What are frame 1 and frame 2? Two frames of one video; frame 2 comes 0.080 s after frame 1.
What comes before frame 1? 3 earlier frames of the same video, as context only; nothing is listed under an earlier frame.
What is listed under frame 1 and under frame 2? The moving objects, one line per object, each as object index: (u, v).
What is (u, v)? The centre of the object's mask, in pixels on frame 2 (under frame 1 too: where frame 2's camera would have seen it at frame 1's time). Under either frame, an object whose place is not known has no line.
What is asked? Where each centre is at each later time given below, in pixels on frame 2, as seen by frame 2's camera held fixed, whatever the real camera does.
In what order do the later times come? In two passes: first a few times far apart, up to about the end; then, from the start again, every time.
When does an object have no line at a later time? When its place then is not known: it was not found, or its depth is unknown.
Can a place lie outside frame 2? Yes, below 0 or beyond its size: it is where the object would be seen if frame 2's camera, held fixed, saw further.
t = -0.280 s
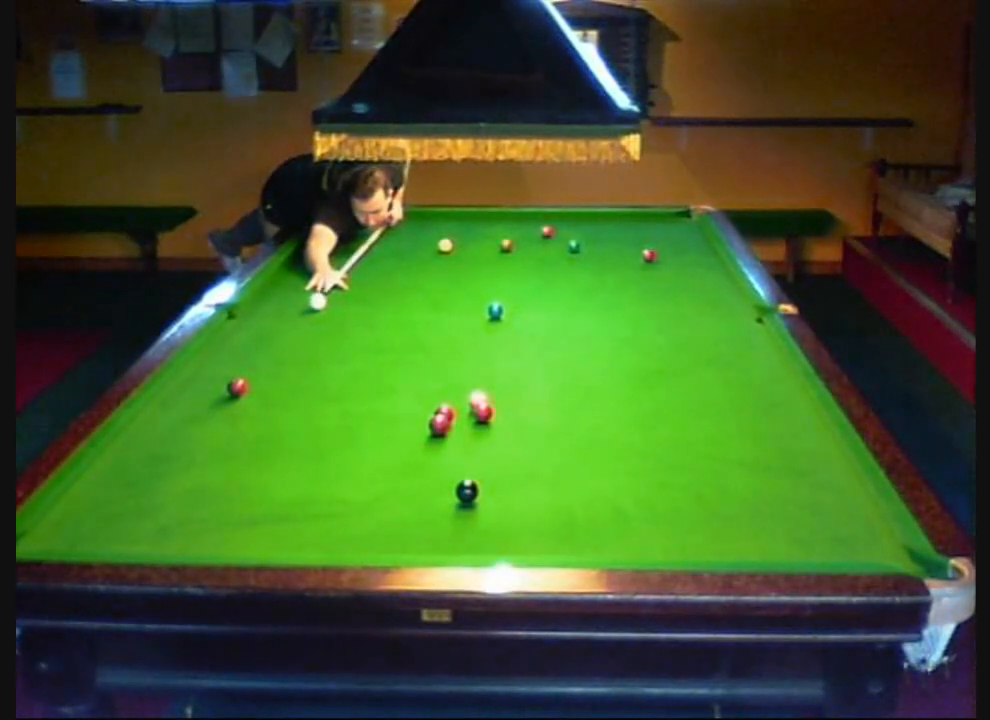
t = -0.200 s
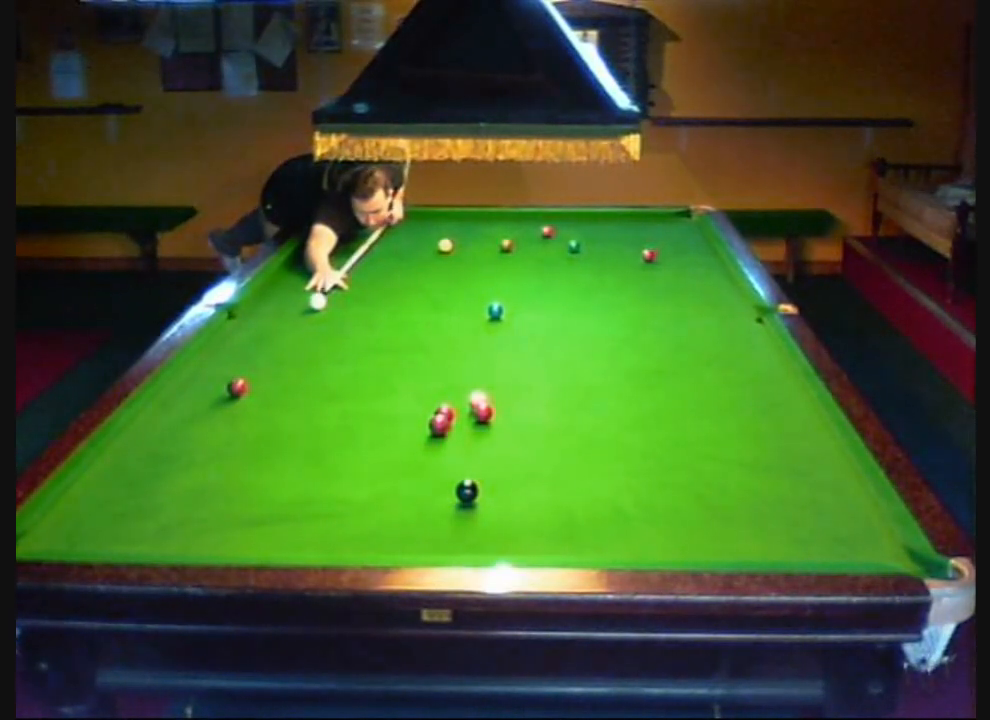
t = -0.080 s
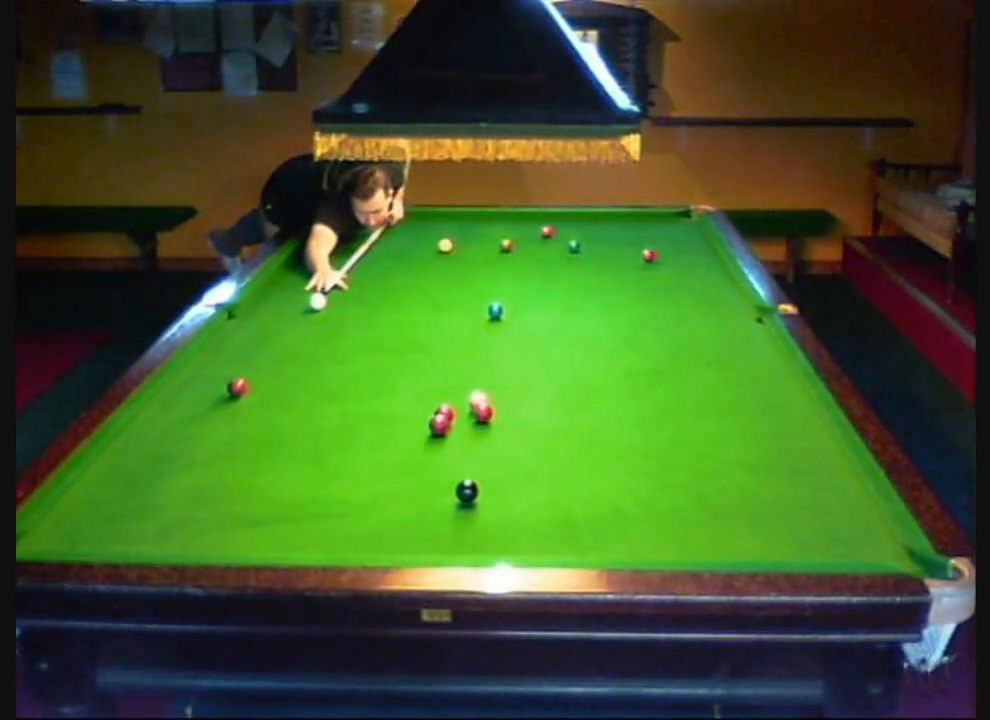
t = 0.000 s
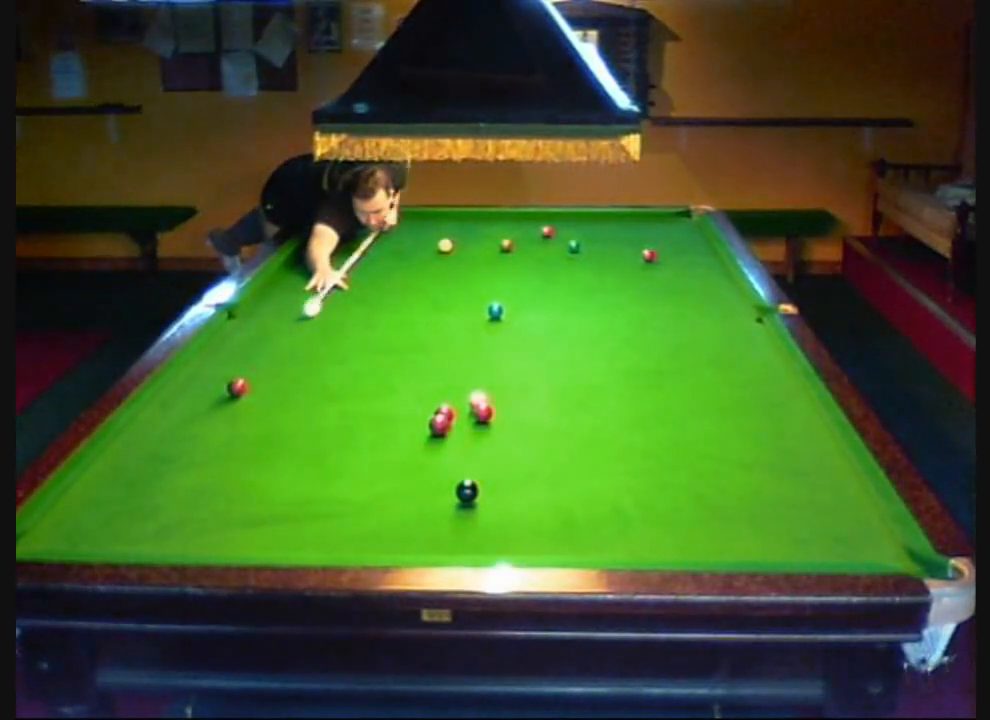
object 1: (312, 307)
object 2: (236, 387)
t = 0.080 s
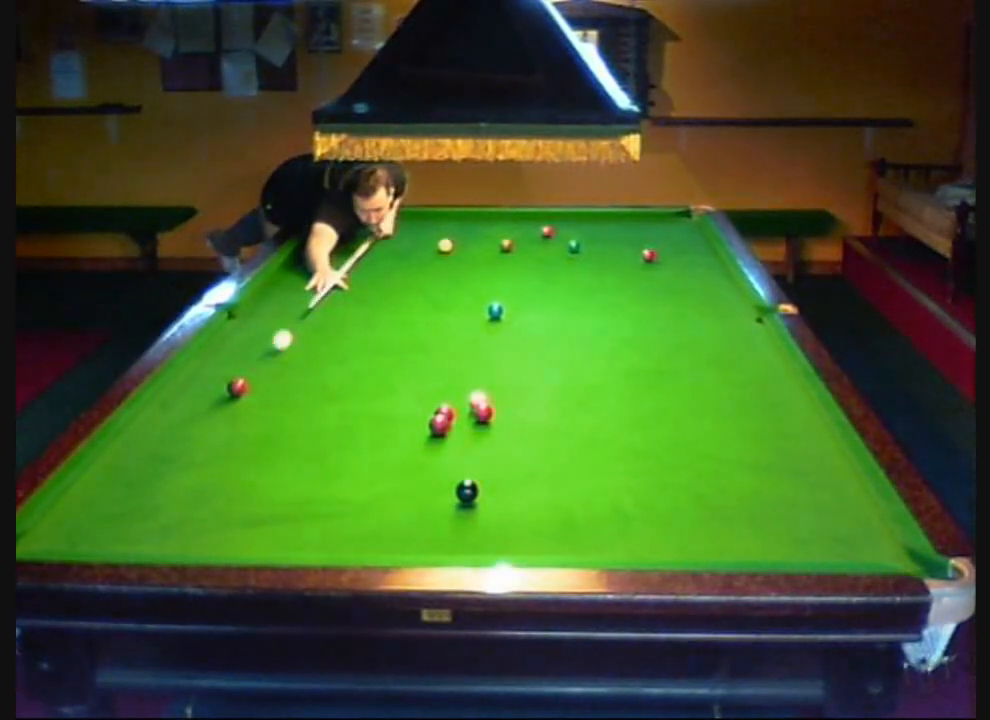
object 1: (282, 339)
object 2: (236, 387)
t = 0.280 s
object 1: (253, 390)
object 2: (172, 438)
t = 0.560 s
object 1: (256, 434)
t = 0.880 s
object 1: (259, 489)
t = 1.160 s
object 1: (261, 538)
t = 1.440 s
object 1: (289, 527)
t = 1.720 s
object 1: (314, 503)
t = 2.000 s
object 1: (330, 488)
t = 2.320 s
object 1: (339, 480)
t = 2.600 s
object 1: (340, 478)
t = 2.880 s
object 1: (340, 479)
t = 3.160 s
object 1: (340, 478)
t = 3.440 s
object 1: (340, 479)
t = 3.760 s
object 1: (339, 479)
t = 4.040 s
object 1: (340, 478)
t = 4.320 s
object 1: (340, 478)
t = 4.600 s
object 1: (340, 478)
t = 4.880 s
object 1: (340, 478)
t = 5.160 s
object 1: (340, 478)
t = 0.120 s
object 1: (269, 353)
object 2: (236, 387)
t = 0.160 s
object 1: (249, 375)
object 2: (236, 388)
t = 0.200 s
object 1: (250, 380)
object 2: (219, 402)
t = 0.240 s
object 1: (253, 386)
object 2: (190, 424)
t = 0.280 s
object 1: (253, 390)
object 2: (172, 438)
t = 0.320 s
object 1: (254, 395)
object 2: (154, 452)
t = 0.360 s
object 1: (254, 403)
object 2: (125, 474)
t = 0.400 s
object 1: (254, 408)
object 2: (104, 490)
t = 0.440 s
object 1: (255, 415)
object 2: (73, 515)
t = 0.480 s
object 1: (256, 421)
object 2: (49, 533)
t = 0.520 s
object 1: (256, 427)
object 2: (26, 545)
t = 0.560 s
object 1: (256, 434)
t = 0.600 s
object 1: (257, 440)
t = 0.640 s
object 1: (257, 449)
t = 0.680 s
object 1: (257, 454)
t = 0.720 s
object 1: (258, 460)
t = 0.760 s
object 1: (258, 468)
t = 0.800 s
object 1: (258, 474)
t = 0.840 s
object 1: (259, 483)
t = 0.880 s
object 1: (259, 489)
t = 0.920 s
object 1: (259, 498)
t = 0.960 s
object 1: (260, 504)
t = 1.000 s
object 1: (260, 510)
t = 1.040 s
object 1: (260, 520)
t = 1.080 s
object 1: (260, 526)
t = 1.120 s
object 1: (261, 534)
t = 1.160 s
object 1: (261, 538)
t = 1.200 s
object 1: (261, 541)
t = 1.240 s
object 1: (265, 542)
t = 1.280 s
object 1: (269, 540)
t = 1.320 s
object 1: (276, 537)
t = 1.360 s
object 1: (280, 534)
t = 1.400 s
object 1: (283, 532)
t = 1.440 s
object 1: (289, 527)
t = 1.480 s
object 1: (293, 523)
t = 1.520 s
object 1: (297, 518)
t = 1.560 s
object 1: (300, 515)
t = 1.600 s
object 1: (304, 513)
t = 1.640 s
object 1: (308, 509)
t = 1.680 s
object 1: (311, 506)
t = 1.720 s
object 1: (314, 503)
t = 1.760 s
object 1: (317, 501)
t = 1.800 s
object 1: (319, 499)
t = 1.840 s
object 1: (322, 496)
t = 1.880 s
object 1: (324, 494)
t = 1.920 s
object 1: (326, 492)
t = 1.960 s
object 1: (328, 490)
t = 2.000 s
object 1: (330, 488)
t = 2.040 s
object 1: (332, 487)
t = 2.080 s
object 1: (333, 485)
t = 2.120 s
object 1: (335, 484)
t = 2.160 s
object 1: (336, 483)
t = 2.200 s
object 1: (337, 482)
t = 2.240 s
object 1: (338, 481)
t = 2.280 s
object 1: (339, 481)
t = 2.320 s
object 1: (339, 480)
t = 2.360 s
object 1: (339, 479)
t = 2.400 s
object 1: (340, 479)
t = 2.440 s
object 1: (340, 478)
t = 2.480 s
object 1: (340, 478)
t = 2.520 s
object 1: (340, 478)
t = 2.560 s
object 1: (340, 478)
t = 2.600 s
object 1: (340, 478)
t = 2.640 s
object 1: (340, 478)
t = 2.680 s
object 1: (340, 478)
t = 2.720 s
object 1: (340, 478)
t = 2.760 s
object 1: (340, 479)
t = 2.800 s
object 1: (340, 479)
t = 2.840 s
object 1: (340, 478)
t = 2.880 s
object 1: (340, 479)
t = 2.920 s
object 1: (340, 479)
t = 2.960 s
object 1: (340, 478)
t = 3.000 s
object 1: (340, 478)
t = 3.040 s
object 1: (340, 478)
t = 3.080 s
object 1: (340, 479)
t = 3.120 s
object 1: (340, 478)
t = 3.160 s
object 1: (340, 478)
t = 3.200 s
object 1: (340, 479)
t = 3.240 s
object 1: (340, 479)
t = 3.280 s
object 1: (340, 479)
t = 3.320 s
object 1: (340, 479)
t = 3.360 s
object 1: (340, 479)
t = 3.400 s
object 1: (340, 479)
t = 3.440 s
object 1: (340, 479)
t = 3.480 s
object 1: (340, 479)
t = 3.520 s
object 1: (340, 479)
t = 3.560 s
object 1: (339, 479)
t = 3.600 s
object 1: (339, 479)
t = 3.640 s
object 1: (339, 479)
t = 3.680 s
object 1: (339, 479)
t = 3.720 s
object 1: (339, 479)
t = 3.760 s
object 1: (339, 479)
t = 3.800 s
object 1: (339, 478)
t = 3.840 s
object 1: (339, 479)
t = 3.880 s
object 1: (339, 478)
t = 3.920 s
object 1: (340, 478)
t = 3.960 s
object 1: (340, 478)
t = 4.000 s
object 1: (340, 478)
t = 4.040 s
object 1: (340, 478)
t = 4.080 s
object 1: (340, 478)
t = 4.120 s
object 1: (340, 478)
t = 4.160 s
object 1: (340, 478)
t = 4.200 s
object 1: (340, 478)
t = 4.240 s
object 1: (340, 478)
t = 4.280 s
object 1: (340, 478)
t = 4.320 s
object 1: (340, 478)
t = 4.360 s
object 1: (340, 478)
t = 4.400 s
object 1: (340, 478)
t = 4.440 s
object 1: (340, 478)
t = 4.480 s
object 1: (340, 478)
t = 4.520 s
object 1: (340, 478)
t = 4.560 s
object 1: (340, 478)
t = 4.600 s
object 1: (340, 478)
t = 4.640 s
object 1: (340, 478)
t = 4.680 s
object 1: (340, 478)
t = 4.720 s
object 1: (340, 478)
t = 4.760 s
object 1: (340, 478)
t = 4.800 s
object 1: (340, 478)
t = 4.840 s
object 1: (340, 478)
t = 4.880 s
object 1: (340, 478)
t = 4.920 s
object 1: (340, 478)
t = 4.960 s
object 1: (340, 478)
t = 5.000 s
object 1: (340, 478)
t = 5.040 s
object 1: (340, 478)
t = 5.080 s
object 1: (340, 478)
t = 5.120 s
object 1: (340, 478)
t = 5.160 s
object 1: (340, 478)
